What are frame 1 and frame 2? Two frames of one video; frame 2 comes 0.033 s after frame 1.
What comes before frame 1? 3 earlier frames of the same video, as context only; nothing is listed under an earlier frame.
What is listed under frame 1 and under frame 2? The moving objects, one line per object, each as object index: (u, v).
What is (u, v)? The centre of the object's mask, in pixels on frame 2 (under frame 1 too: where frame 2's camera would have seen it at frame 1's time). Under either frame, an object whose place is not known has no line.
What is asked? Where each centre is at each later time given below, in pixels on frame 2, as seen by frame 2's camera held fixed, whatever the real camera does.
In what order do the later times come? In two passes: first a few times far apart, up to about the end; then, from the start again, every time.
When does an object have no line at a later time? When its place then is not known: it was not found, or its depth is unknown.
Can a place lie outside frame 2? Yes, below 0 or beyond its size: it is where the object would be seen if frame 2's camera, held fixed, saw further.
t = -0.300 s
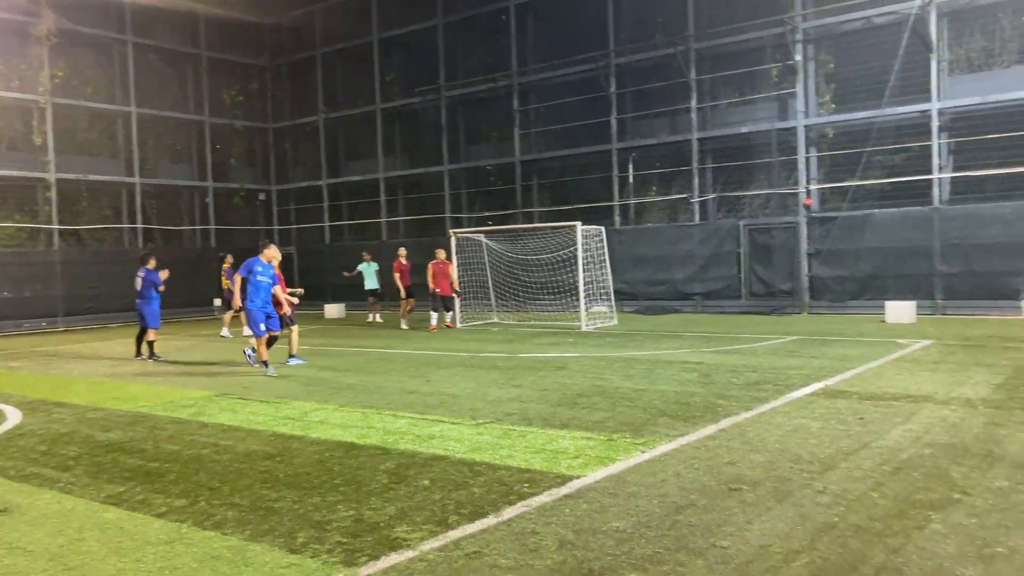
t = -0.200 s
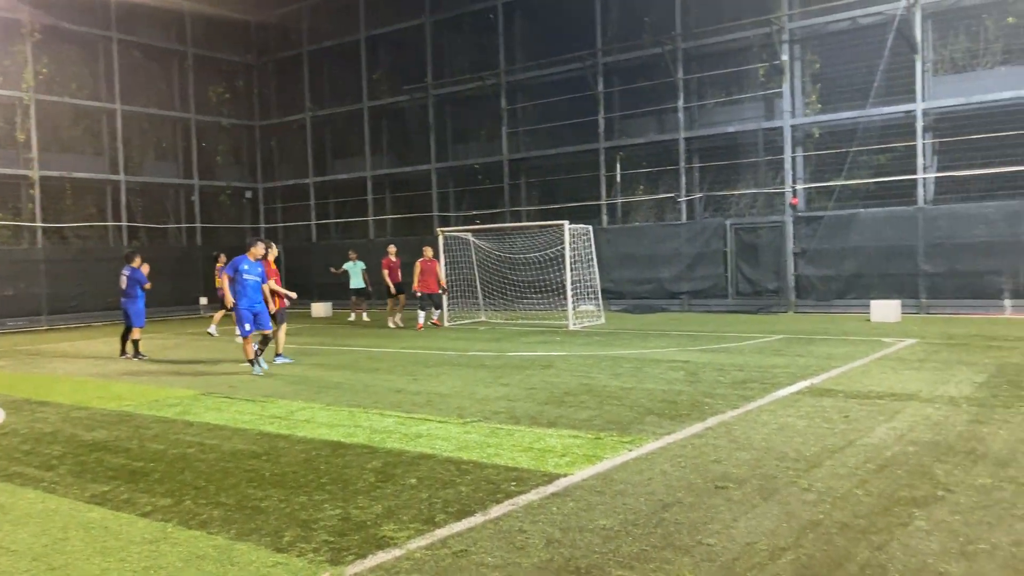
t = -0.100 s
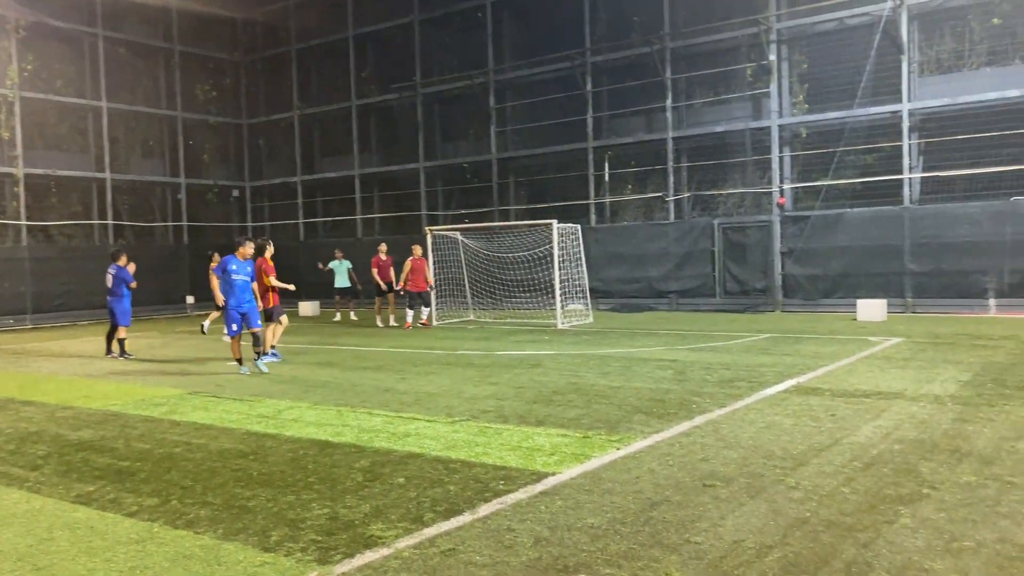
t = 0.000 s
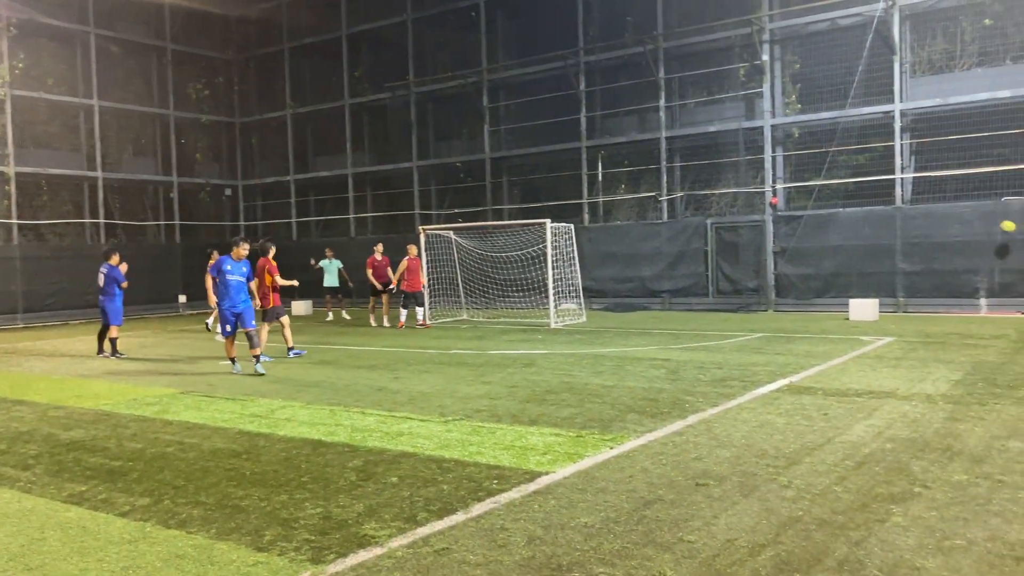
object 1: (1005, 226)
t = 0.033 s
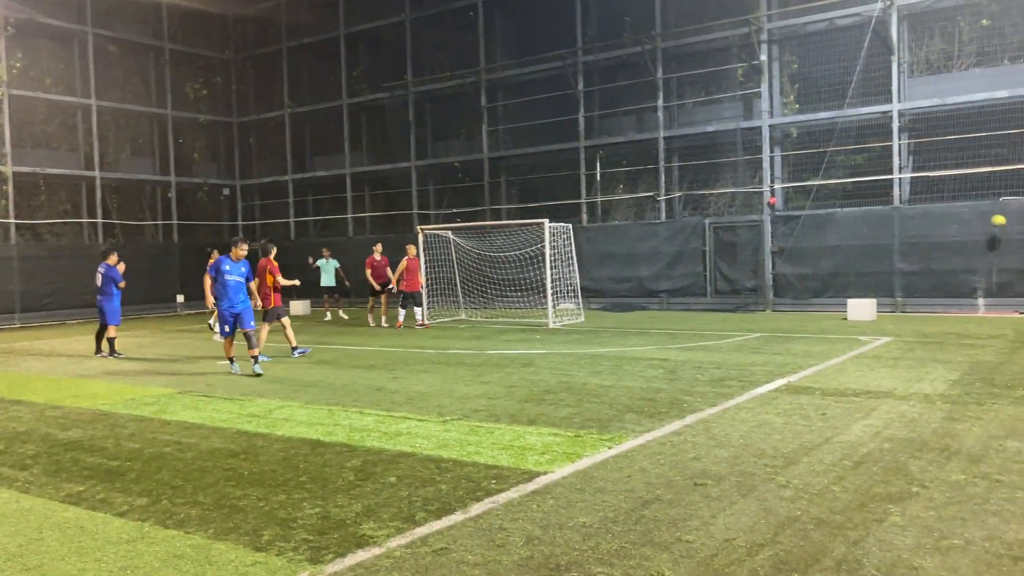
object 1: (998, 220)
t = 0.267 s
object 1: (950, 199)
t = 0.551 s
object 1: (900, 200)
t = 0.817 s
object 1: (858, 220)
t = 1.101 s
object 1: (818, 277)
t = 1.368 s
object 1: (785, 284)
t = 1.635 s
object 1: (761, 264)
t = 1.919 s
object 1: (748, 277)
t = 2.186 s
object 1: (743, 305)
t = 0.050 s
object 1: (995, 218)
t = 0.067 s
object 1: (991, 216)
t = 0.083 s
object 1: (988, 213)
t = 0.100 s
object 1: (984, 211)
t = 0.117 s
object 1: (981, 209)
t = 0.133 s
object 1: (977, 207)
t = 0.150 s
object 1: (974, 206)
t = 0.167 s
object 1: (971, 204)
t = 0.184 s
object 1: (967, 203)
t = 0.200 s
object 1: (964, 202)
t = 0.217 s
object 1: (961, 201)
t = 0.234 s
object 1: (957, 200)
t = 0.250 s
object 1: (954, 199)
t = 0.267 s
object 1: (950, 199)
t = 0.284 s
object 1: (947, 198)
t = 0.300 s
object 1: (944, 199)
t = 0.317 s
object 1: (940, 199)
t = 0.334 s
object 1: (937, 199)
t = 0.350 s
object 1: (934, 199)
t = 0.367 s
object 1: (931, 199)
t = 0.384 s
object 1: (928, 200)
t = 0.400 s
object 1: (924, 200)
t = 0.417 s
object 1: (921, 201)
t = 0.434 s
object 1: (918, 202)
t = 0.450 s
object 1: (916, 202)
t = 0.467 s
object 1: (913, 201)
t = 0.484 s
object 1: (911, 201)
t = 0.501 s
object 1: (908, 201)
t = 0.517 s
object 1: (905, 201)
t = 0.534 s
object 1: (903, 201)
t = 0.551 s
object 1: (900, 200)
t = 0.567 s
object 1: (897, 201)
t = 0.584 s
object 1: (894, 201)
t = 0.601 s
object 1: (892, 202)
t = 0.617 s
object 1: (889, 202)
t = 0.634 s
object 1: (886, 203)
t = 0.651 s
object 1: (884, 204)
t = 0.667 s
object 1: (881, 205)
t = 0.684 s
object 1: (878, 206)
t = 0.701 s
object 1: (876, 207)
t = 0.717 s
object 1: (873, 209)
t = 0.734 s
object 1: (871, 210)
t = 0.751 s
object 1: (868, 212)
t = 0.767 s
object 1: (866, 214)
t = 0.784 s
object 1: (863, 216)
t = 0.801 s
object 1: (861, 218)
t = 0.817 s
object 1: (858, 220)
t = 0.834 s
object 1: (856, 223)
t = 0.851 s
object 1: (853, 225)
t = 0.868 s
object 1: (851, 228)
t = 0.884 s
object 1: (849, 231)
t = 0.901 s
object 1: (846, 234)
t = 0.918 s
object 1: (844, 236)
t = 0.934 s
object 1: (841, 239)
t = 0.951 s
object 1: (839, 242)
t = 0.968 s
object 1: (837, 246)
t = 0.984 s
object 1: (834, 249)
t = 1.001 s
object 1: (832, 253)
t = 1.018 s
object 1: (830, 257)
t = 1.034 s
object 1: (827, 260)
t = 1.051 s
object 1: (825, 264)
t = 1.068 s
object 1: (823, 268)
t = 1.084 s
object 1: (821, 273)
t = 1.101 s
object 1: (818, 277)
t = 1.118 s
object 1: (817, 282)
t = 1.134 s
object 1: (814, 286)
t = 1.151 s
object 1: (812, 291)
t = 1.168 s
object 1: (810, 295)
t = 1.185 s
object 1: (808, 300)
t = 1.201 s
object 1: (806, 305)
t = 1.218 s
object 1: (804, 310)
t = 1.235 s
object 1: (802, 309)
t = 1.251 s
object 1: (799, 304)
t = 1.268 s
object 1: (797, 301)
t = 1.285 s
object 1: (795, 297)
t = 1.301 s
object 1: (793, 294)
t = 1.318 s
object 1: (791, 291)
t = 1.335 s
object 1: (789, 289)
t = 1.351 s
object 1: (787, 286)
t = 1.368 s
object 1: (785, 284)
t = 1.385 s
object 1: (783, 281)
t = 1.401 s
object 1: (781, 279)
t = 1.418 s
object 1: (780, 277)
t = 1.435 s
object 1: (778, 275)
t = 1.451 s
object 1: (776, 273)
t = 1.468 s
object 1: (775, 272)
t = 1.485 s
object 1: (773, 271)
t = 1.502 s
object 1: (772, 269)
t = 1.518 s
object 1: (770, 268)
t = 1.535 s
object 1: (768, 267)
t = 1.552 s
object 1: (767, 266)
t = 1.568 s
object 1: (766, 265)
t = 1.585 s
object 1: (765, 265)
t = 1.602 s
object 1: (763, 264)
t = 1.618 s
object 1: (762, 264)
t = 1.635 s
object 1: (761, 264)
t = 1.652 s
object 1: (760, 264)
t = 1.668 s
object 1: (759, 263)
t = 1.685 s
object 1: (758, 264)
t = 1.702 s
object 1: (757, 264)
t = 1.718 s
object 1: (756, 264)
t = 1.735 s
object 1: (755, 265)
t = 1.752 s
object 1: (754, 266)
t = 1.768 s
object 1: (753, 266)
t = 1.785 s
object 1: (752, 267)
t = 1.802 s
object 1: (752, 268)
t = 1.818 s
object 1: (751, 269)
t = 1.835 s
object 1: (750, 270)
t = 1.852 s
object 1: (750, 272)
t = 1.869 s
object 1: (749, 273)
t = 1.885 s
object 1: (749, 274)
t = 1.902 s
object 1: (749, 276)
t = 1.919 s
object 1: (748, 277)
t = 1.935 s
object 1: (748, 279)
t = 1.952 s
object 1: (747, 280)
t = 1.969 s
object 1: (747, 282)
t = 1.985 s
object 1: (747, 284)
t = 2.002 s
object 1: (746, 287)
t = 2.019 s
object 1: (746, 288)
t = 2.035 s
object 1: (746, 291)
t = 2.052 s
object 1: (745, 293)
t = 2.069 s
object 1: (745, 296)
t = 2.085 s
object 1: (745, 299)
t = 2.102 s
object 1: (745, 302)
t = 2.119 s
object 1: (744, 304)
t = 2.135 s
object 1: (744, 307)
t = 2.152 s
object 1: (744, 310)
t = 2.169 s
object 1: (743, 308)
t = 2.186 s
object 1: (743, 305)
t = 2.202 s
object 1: (742, 303)
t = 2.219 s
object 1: (742, 301)
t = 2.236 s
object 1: (742, 299)
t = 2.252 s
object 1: (741, 297)
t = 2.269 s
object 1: (741, 296)
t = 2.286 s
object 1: (741, 294)
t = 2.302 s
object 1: (740, 293)
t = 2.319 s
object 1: (739, 292)
